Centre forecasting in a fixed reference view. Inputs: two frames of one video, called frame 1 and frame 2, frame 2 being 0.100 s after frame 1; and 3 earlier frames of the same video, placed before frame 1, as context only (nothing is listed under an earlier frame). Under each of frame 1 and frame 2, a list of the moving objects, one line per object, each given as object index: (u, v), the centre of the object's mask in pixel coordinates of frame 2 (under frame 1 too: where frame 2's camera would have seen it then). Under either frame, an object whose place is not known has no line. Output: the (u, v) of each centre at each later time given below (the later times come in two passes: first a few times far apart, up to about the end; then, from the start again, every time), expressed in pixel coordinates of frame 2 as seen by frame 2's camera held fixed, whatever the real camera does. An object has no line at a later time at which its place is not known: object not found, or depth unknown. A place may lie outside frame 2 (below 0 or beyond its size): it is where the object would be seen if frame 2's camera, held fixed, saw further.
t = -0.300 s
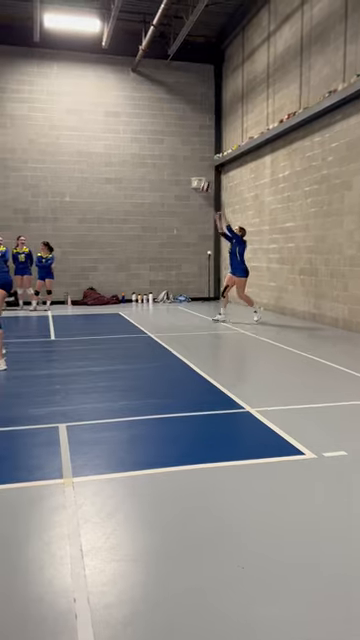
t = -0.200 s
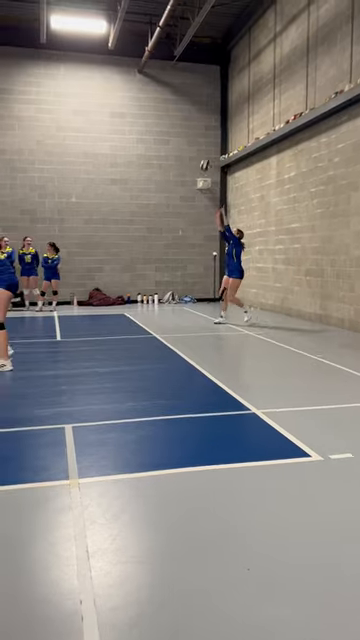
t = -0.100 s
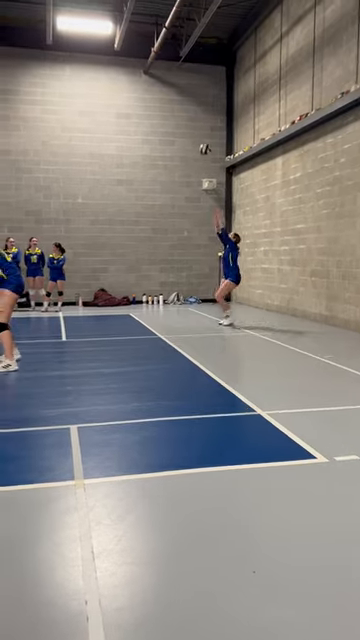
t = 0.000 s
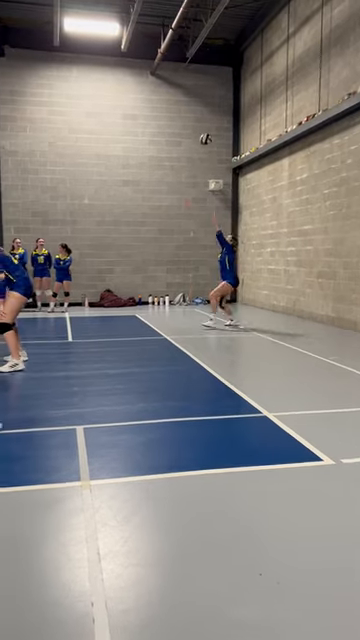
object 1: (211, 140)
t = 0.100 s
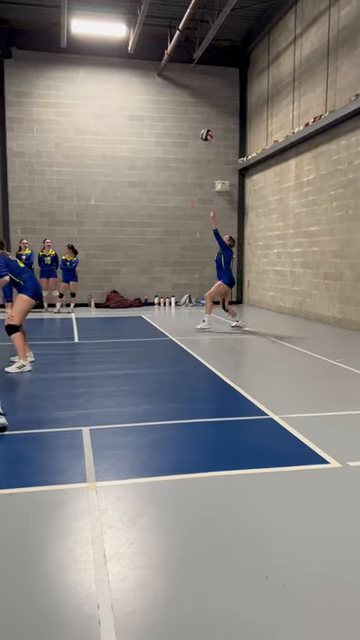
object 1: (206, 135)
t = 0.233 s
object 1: (198, 137)
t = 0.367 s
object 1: (189, 150)
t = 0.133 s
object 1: (204, 135)
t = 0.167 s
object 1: (202, 135)
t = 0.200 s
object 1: (200, 136)
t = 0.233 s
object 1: (198, 137)
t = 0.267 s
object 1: (196, 140)
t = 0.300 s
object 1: (193, 143)
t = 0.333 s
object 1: (191, 146)
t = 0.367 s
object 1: (189, 150)
